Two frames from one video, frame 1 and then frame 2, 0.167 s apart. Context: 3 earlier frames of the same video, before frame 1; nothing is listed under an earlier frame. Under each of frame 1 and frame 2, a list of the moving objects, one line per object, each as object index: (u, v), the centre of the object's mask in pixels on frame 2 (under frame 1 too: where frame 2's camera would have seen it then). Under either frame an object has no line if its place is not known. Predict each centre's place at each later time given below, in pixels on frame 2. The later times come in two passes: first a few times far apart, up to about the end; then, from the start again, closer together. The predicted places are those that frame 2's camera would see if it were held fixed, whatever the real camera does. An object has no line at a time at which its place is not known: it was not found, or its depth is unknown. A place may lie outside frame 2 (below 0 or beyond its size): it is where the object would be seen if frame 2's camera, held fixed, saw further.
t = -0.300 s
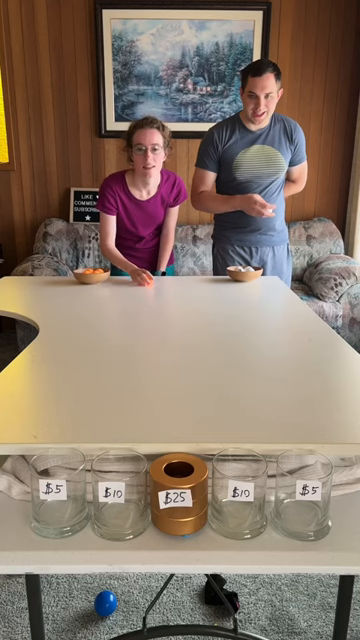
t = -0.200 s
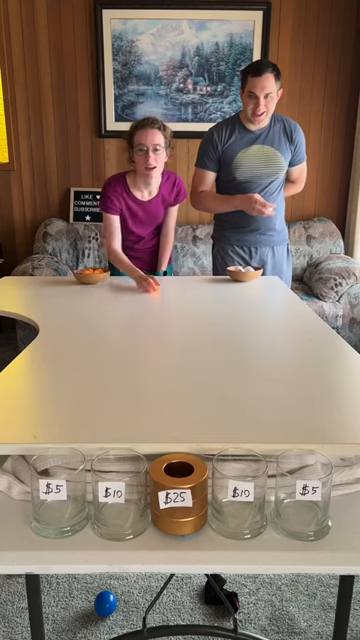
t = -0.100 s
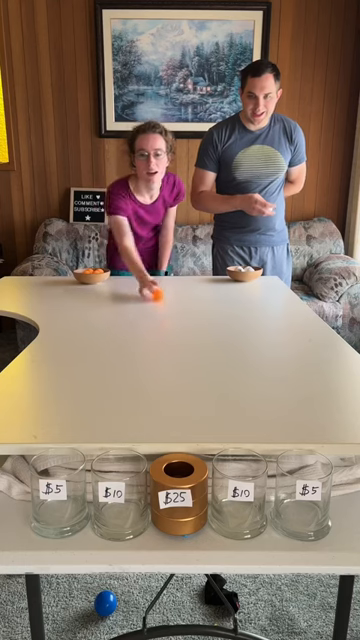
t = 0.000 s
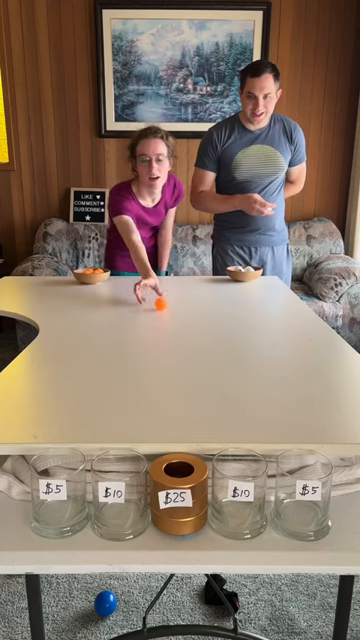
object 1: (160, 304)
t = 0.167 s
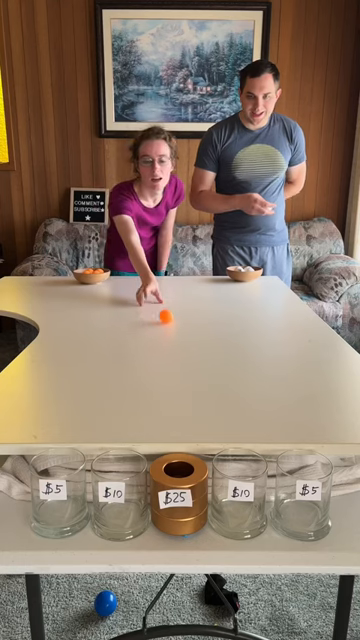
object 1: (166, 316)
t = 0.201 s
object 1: (166, 318)
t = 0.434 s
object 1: (174, 335)
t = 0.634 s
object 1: (182, 350)
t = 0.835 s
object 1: (190, 367)
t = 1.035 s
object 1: (198, 383)
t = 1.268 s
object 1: (209, 401)
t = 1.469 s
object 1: (218, 415)
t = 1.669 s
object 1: (228, 426)
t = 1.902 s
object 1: (237, 436)
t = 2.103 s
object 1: (242, 474)
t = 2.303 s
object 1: (236, 476)
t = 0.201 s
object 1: (166, 318)
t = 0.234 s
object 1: (167, 321)
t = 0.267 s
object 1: (169, 323)
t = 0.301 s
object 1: (170, 325)
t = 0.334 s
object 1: (171, 328)
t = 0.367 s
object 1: (172, 330)
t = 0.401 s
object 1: (173, 333)
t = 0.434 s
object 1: (174, 335)
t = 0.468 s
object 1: (176, 338)
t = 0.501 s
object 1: (177, 340)
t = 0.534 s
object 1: (178, 343)
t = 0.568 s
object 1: (179, 345)
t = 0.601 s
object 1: (180, 348)
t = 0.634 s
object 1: (182, 350)
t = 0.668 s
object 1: (183, 353)
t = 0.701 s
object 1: (184, 356)
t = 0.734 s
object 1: (186, 359)
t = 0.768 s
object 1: (187, 361)
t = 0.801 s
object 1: (189, 364)
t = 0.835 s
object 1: (190, 367)
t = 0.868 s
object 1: (192, 369)
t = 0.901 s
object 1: (193, 372)
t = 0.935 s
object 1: (194, 375)
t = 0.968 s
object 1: (196, 378)
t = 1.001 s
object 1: (197, 380)
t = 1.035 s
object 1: (198, 383)
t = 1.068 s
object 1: (200, 385)
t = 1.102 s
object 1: (202, 388)
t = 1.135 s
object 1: (203, 391)
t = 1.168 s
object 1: (205, 394)
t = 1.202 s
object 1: (206, 396)
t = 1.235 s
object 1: (208, 399)
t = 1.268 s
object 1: (209, 401)
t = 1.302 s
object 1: (211, 404)
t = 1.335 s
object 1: (212, 406)
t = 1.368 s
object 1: (214, 408)
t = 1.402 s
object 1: (215, 411)
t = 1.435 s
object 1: (217, 412)
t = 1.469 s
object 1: (218, 415)
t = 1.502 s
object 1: (220, 417)
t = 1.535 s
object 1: (222, 419)
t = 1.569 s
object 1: (223, 421)
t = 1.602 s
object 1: (225, 422)
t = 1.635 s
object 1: (226, 424)
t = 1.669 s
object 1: (228, 426)
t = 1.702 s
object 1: (229, 427)
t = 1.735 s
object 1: (231, 428)
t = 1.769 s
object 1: (232, 429)
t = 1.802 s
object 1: (233, 430)
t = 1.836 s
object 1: (234, 431)
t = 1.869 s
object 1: (235, 433)
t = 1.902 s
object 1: (237, 436)
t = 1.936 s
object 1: (238, 443)
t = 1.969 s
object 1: (239, 455)
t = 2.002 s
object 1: (241, 470)
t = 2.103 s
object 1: (242, 474)
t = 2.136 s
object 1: (240, 469)
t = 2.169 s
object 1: (240, 469)
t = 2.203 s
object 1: (238, 471)
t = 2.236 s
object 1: (235, 475)
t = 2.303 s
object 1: (236, 476)
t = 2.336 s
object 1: (238, 473)
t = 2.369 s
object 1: (240, 472)
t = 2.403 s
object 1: (242, 475)
